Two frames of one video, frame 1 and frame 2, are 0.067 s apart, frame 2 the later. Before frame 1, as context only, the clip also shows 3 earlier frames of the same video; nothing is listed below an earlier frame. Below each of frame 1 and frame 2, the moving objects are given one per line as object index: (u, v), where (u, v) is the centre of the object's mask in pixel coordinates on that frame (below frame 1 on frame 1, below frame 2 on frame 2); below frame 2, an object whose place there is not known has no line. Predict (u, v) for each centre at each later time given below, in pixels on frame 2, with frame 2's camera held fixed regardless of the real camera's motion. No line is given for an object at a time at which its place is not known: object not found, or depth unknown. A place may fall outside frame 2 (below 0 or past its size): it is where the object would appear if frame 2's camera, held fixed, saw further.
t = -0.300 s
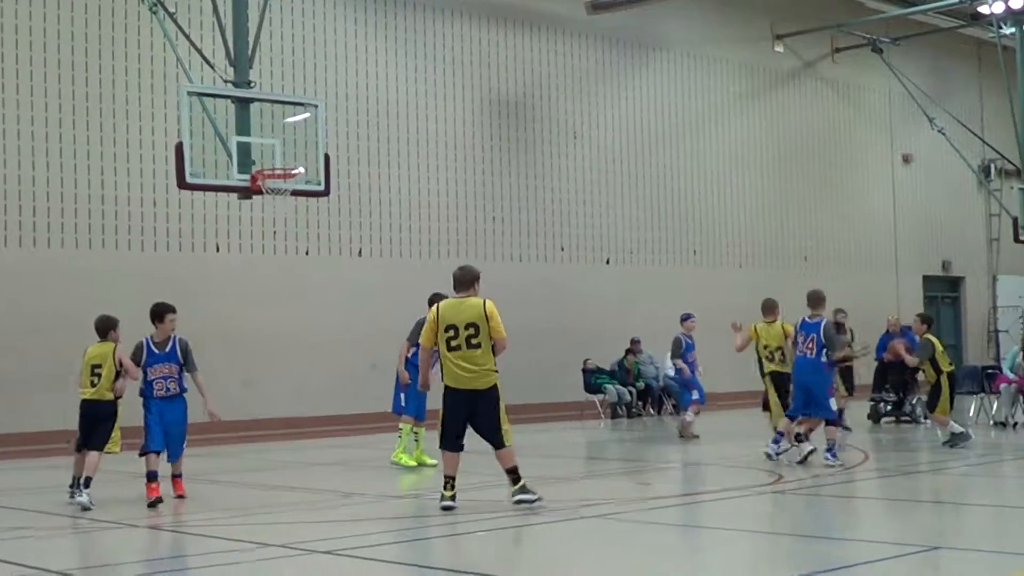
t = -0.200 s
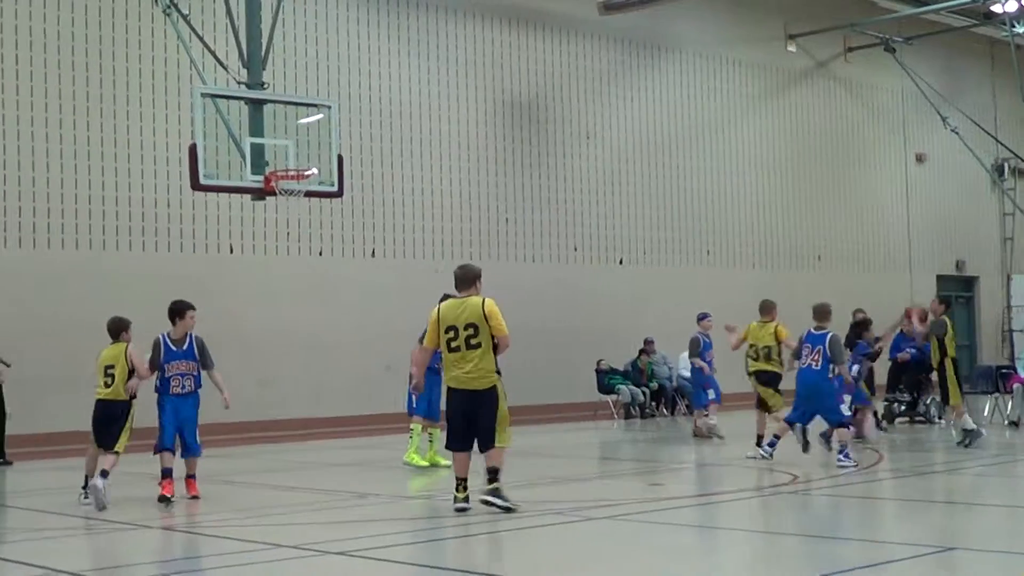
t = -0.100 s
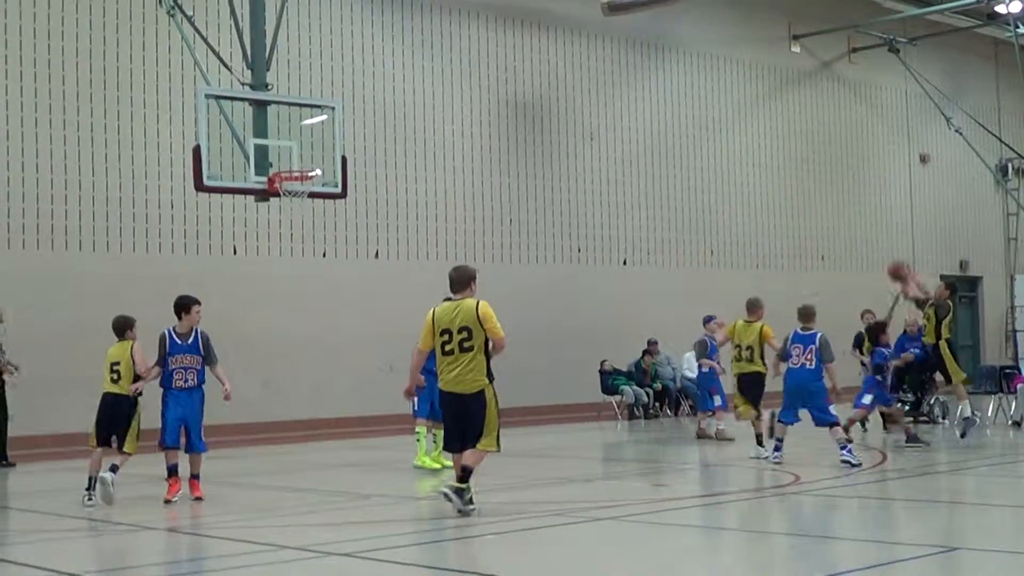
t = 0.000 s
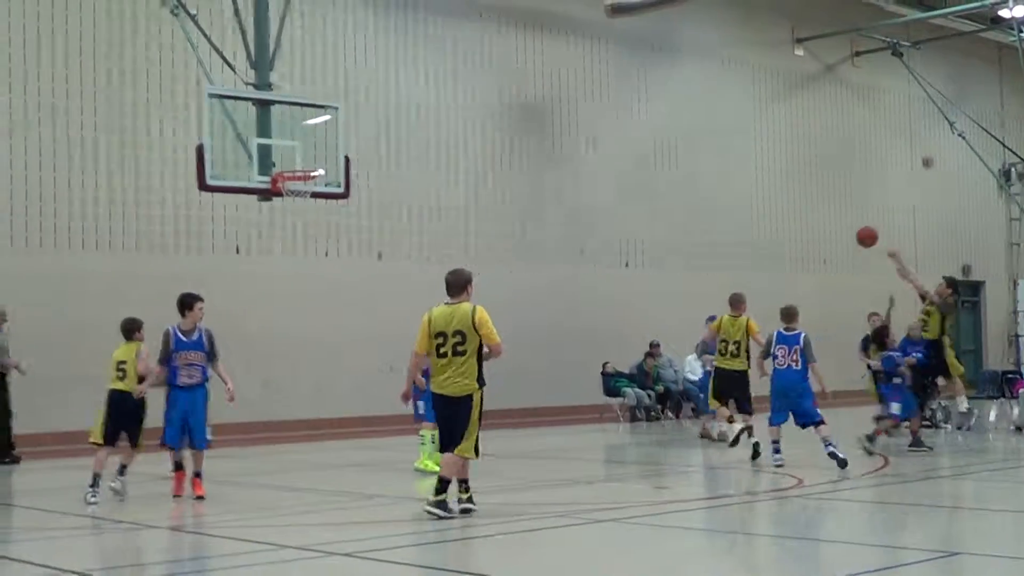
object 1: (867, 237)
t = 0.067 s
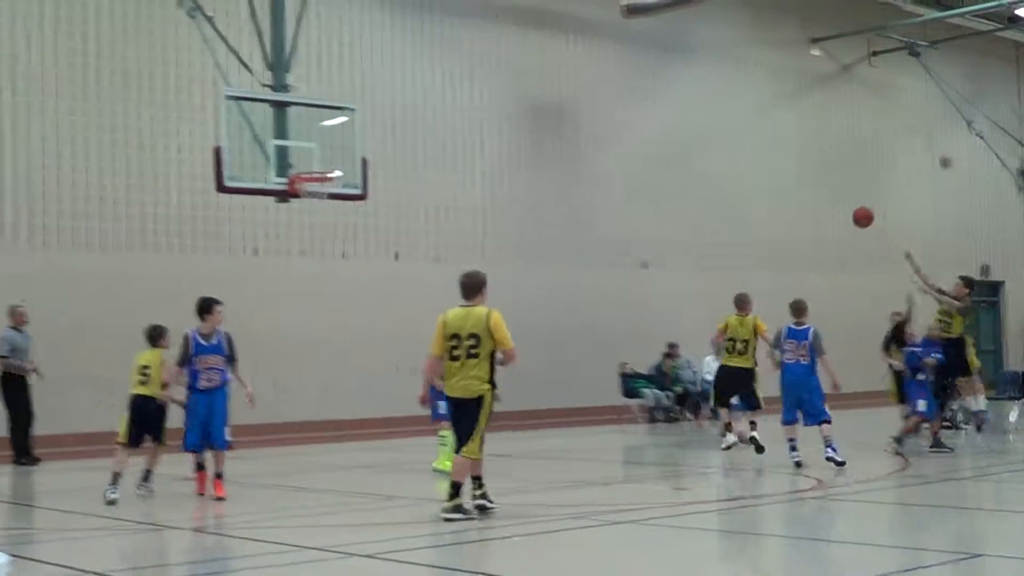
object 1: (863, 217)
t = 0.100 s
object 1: (850, 209)
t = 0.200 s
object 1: (819, 191)
